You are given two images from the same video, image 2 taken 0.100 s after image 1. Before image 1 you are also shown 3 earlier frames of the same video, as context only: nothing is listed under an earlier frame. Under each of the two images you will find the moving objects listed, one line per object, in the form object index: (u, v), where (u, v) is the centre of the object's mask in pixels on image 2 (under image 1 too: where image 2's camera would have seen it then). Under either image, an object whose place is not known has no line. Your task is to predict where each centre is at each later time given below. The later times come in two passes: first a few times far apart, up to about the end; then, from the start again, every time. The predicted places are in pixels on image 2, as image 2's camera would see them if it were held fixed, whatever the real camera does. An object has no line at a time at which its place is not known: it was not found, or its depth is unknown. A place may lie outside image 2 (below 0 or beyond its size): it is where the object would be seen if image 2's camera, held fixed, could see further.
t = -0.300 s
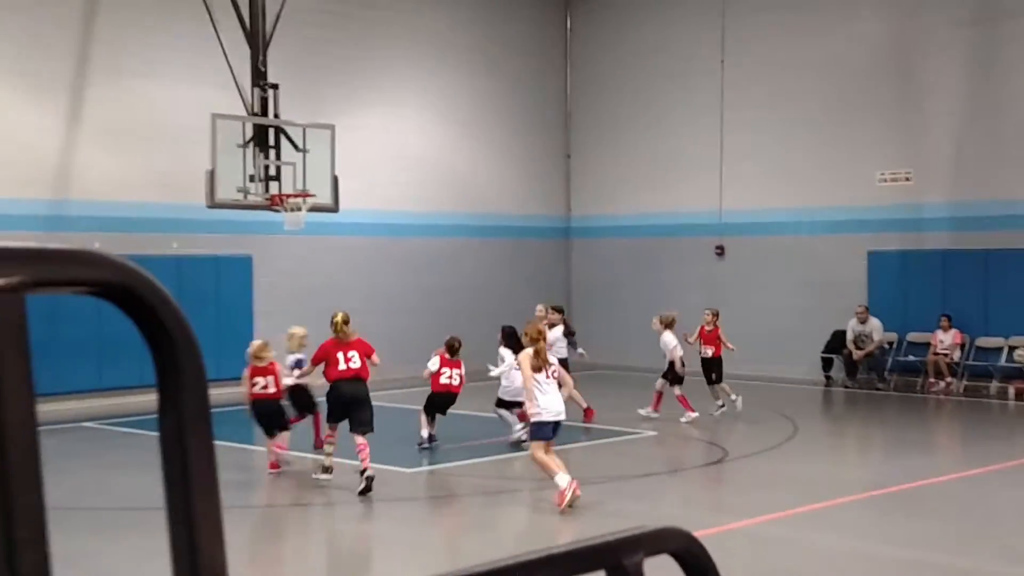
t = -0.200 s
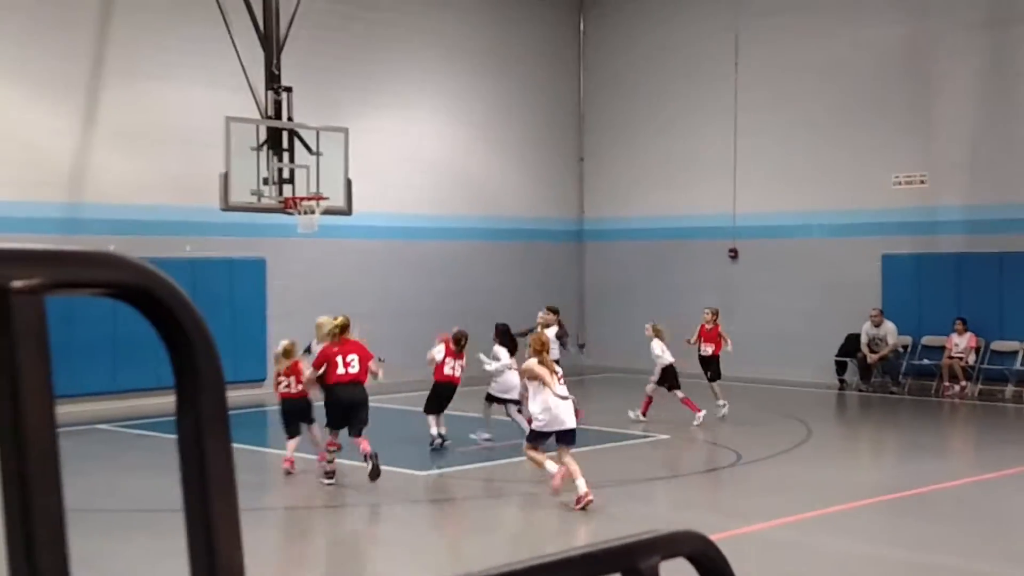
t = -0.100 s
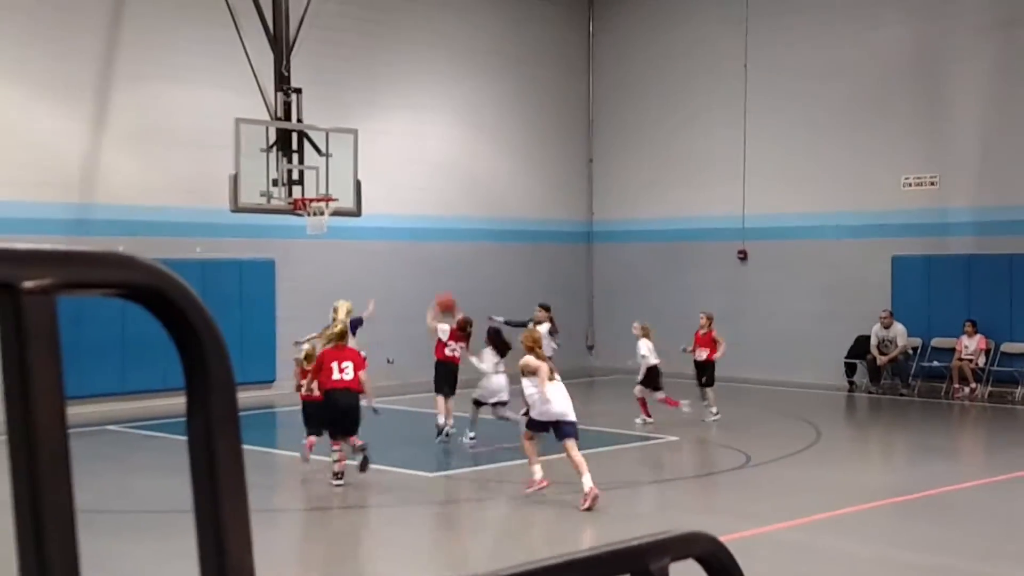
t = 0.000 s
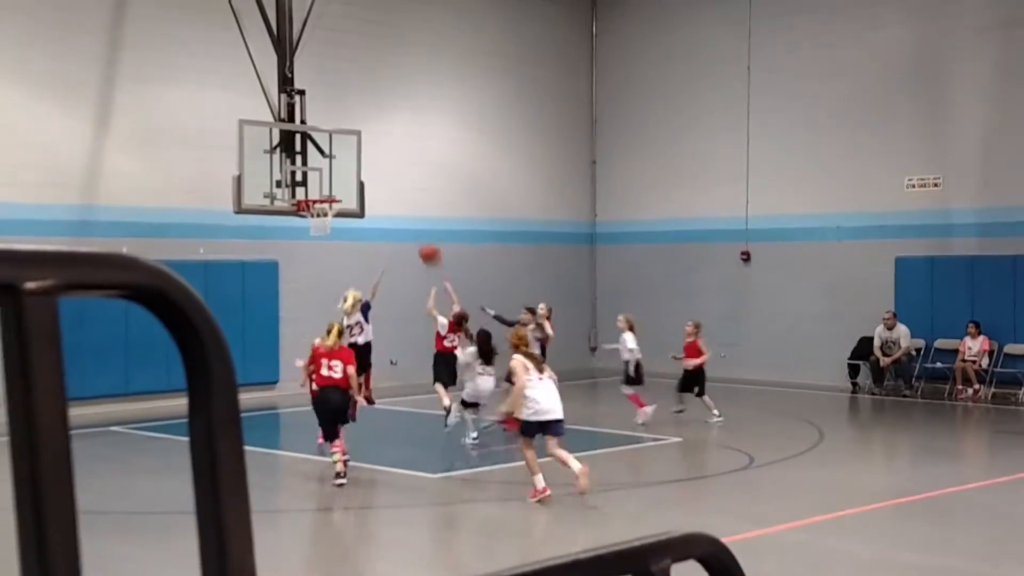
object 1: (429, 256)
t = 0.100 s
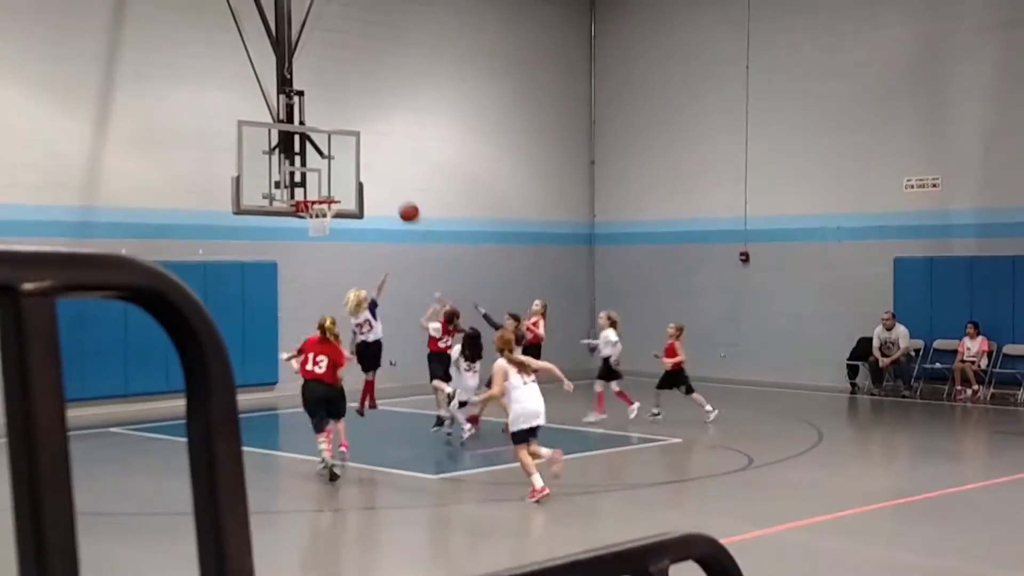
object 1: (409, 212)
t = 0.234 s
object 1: (384, 172)
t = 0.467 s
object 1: (344, 140)
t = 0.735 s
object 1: (305, 160)
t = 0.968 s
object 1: (336, 186)
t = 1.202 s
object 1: (353, 190)
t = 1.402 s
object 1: (367, 228)
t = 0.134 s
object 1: (403, 201)
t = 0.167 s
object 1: (396, 190)
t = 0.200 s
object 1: (390, 180)
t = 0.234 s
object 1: (384, 172)
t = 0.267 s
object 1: (378, 164)
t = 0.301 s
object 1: (373, 158)
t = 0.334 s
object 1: (367, 153)
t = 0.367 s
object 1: (361, 148)
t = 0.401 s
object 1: (356, 145)
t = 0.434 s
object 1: (350, 142)
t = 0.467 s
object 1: (344, 140)
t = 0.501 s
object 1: (340, 141)
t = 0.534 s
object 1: (334, 141)
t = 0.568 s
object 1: (329, 142)
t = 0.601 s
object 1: (324, 144)
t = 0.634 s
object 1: (319, 147)
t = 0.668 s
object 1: (313, 151)
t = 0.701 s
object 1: (309, 155)
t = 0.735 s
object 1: (305, 160)
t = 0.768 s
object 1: (310, 164)
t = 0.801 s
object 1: (315, 170)
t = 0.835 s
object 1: (321, 177)
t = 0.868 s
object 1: (326, 183)
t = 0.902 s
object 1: (331, 190)
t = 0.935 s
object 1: (334, 189)
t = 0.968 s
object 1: (336, 186)
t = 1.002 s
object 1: (338, 184)
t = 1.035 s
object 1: (340, 182)
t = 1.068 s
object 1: (343, 182)
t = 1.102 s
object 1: (345, 183)
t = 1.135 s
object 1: (348, 184)
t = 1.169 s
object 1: (350, 186)
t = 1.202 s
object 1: (353, 190)
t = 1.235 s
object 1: (355, 193)
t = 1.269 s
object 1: (357, 198)
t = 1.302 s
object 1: (360, 205)
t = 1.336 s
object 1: (362, 211)
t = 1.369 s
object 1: (364, 219)
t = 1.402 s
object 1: (367, 228)
